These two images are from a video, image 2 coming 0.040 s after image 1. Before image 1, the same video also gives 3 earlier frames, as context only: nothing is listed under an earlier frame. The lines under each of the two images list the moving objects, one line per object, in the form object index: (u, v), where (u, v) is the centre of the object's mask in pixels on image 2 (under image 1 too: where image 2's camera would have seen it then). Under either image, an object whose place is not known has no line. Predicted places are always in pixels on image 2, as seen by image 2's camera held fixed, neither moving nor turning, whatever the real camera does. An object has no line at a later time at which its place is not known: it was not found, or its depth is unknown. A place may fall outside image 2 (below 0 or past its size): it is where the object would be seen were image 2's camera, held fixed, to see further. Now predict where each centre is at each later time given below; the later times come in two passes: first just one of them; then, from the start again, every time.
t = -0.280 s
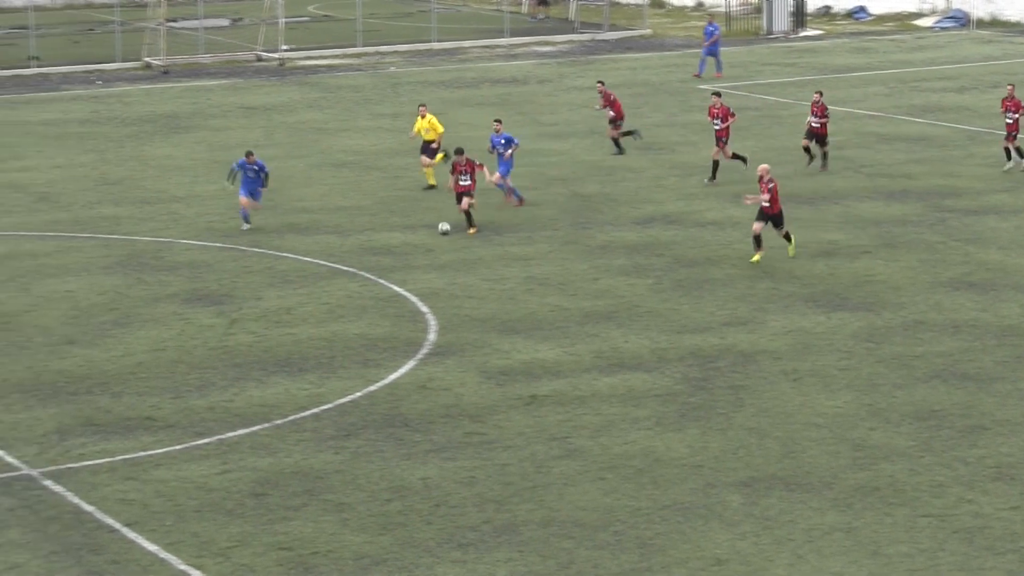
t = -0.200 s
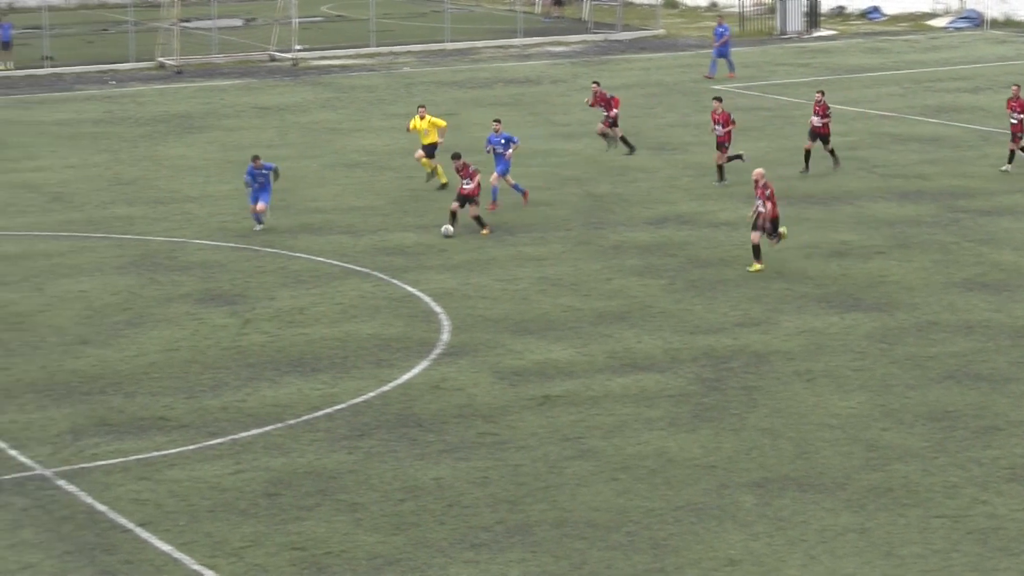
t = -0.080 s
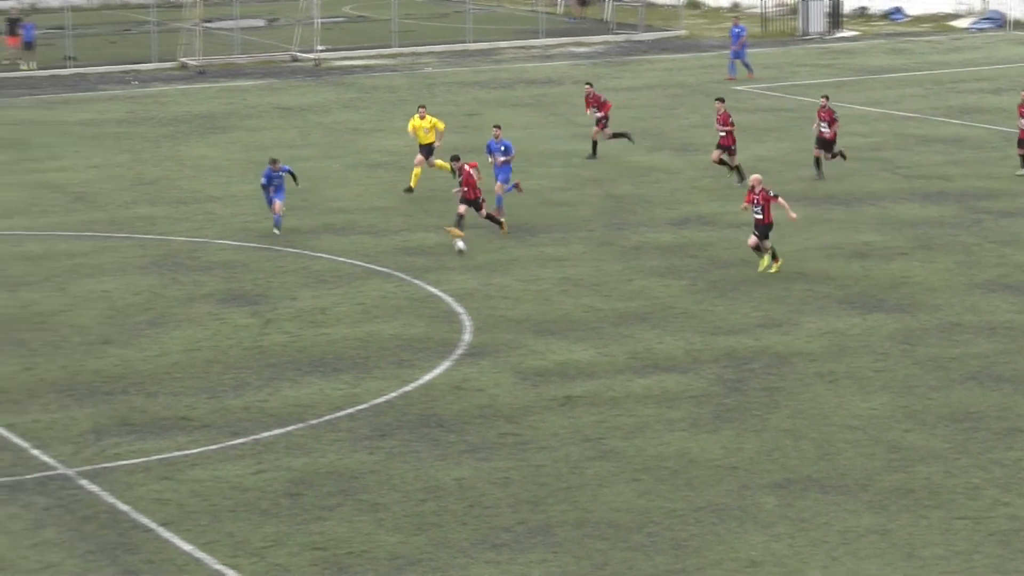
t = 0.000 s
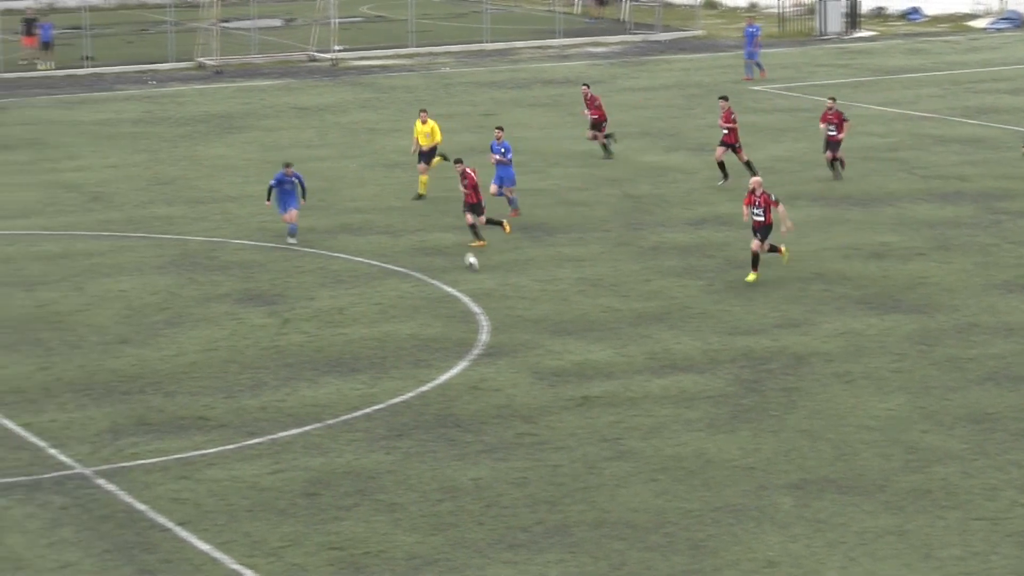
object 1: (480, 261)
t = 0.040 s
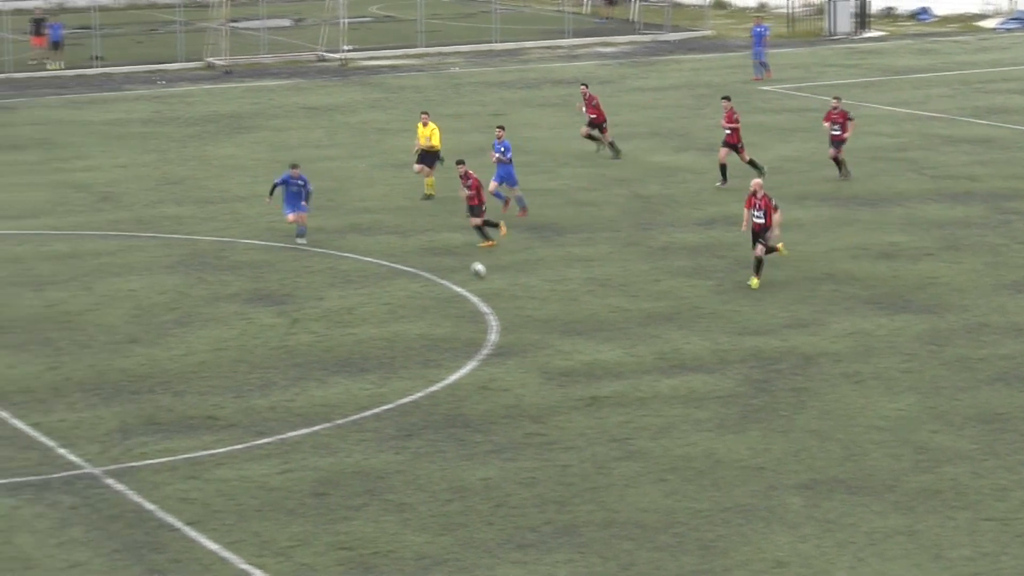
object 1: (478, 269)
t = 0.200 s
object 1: (475, 295)
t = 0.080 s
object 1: (478, 276)
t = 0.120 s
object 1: (476, 285)
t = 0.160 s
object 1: (476, 292)
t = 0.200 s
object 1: (475, 295)
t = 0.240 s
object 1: (475, 304)
